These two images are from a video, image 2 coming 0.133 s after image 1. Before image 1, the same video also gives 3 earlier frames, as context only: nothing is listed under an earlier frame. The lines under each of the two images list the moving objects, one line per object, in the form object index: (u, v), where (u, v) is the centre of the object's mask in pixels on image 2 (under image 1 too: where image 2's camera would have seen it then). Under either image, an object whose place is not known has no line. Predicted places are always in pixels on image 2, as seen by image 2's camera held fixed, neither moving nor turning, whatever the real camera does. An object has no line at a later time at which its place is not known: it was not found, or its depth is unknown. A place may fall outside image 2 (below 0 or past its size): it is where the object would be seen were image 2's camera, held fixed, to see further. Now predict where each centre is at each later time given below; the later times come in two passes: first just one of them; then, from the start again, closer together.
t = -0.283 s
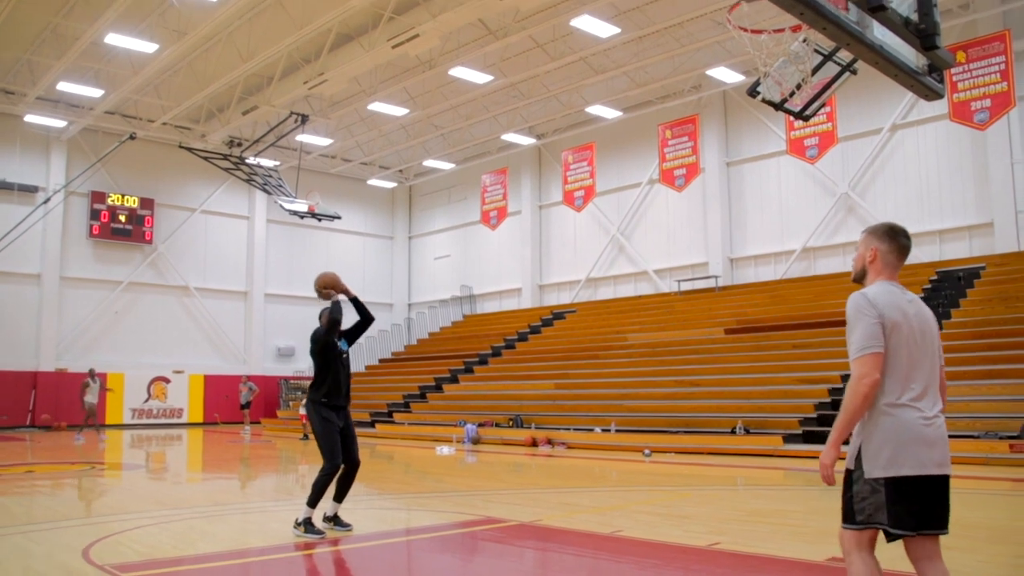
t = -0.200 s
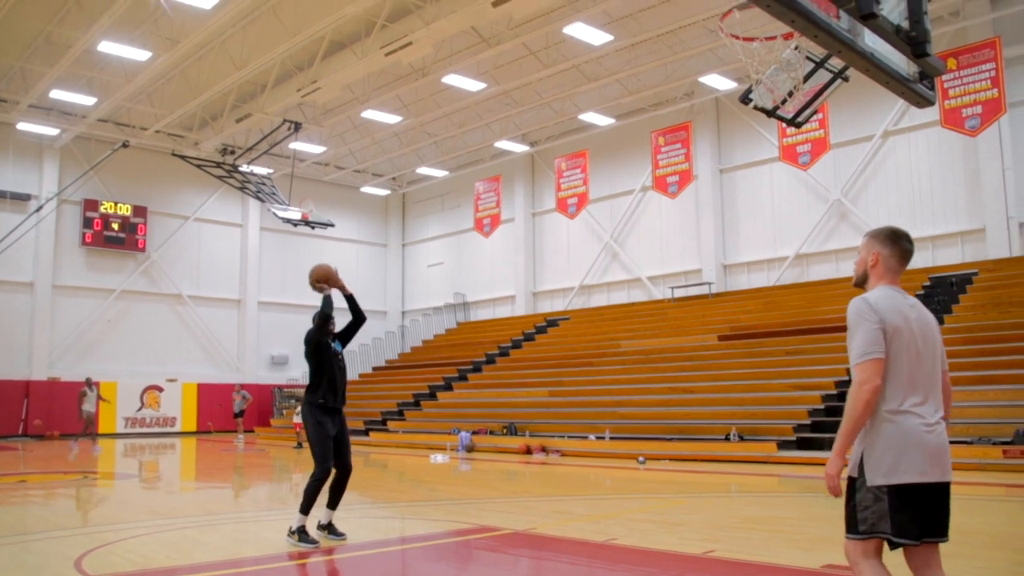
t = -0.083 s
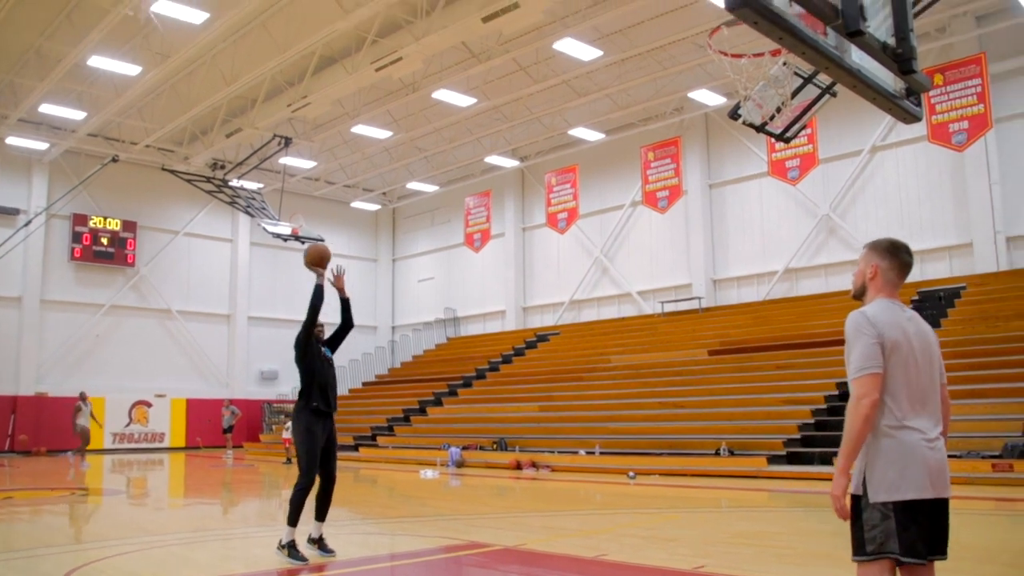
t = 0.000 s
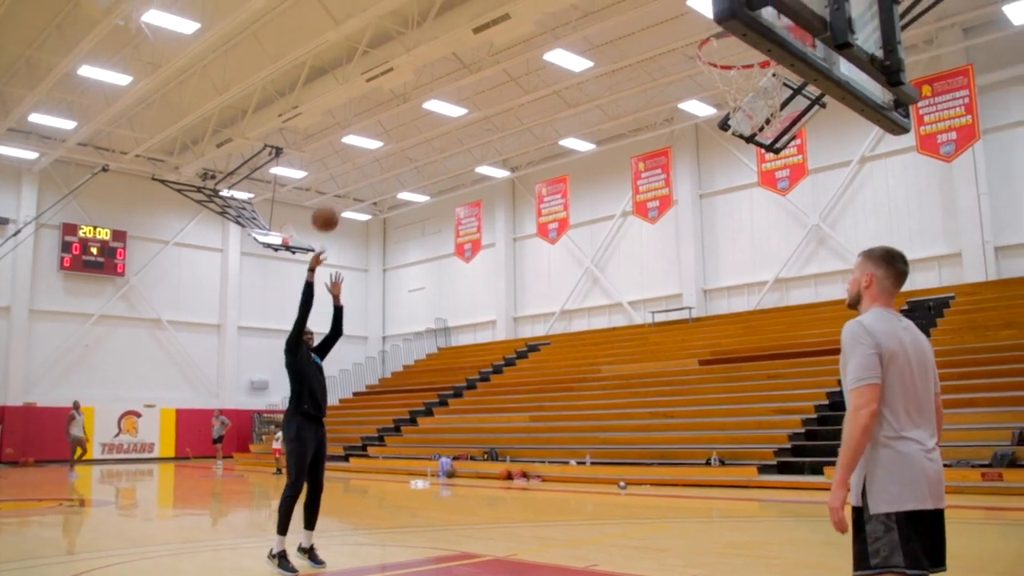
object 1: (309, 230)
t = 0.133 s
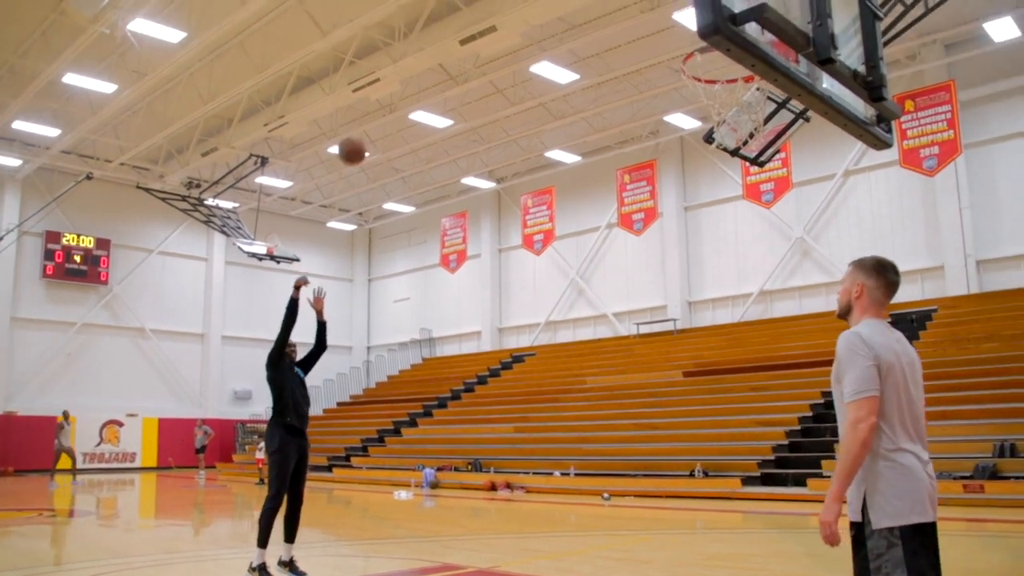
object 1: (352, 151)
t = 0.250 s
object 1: (391, 94)
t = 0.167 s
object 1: (362, 133)
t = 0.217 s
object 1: (379, 109)
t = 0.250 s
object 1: (391, 94)
